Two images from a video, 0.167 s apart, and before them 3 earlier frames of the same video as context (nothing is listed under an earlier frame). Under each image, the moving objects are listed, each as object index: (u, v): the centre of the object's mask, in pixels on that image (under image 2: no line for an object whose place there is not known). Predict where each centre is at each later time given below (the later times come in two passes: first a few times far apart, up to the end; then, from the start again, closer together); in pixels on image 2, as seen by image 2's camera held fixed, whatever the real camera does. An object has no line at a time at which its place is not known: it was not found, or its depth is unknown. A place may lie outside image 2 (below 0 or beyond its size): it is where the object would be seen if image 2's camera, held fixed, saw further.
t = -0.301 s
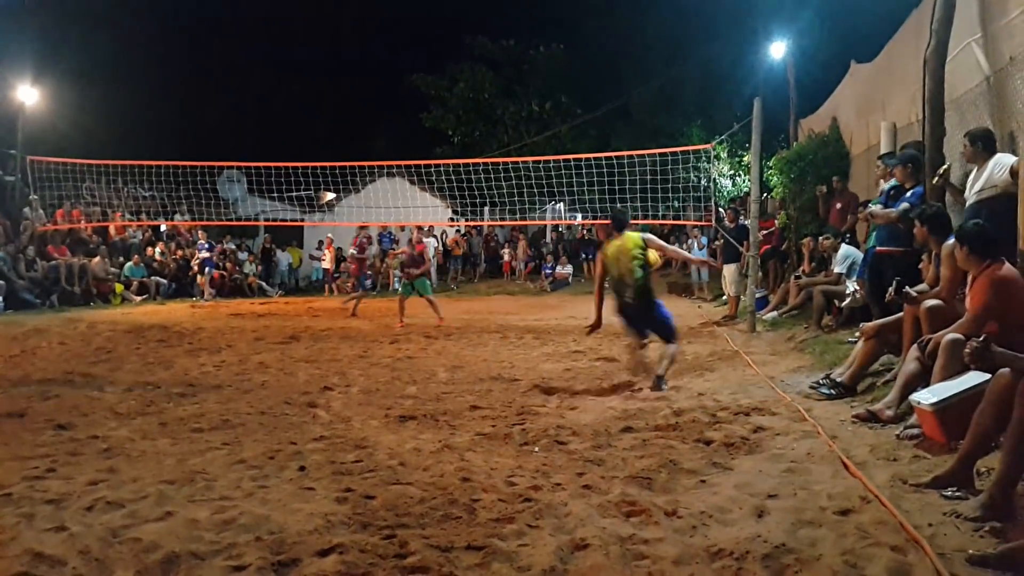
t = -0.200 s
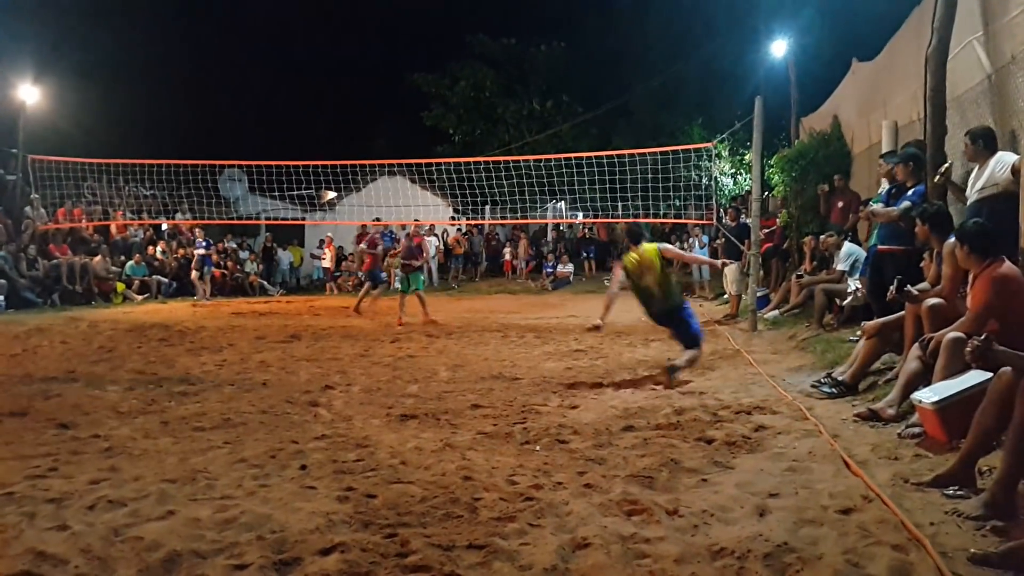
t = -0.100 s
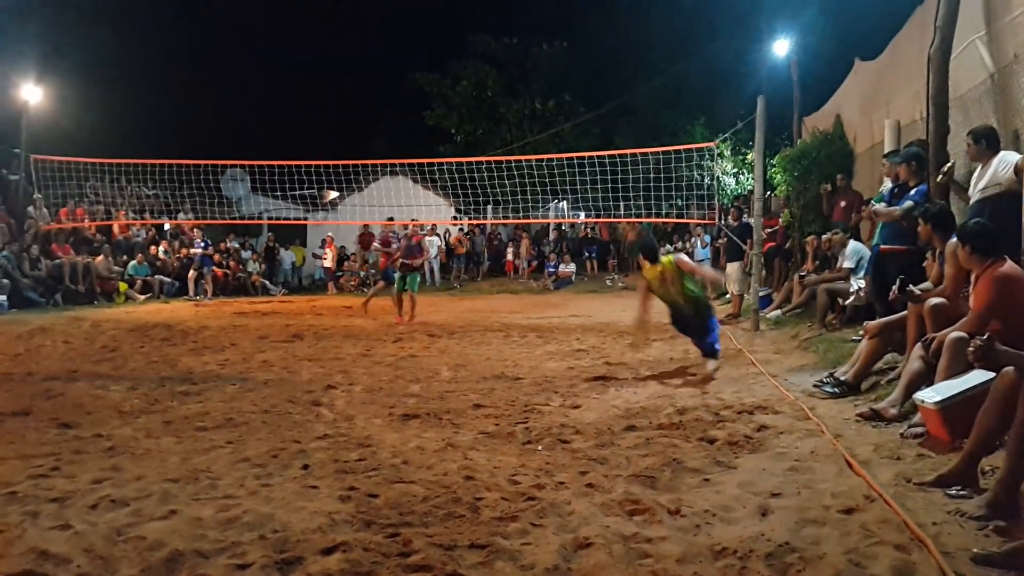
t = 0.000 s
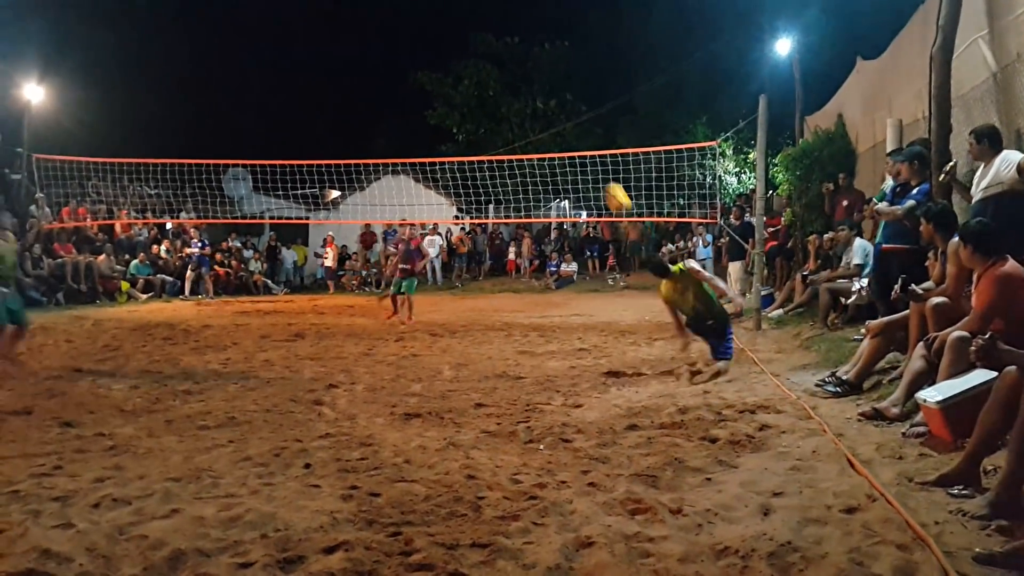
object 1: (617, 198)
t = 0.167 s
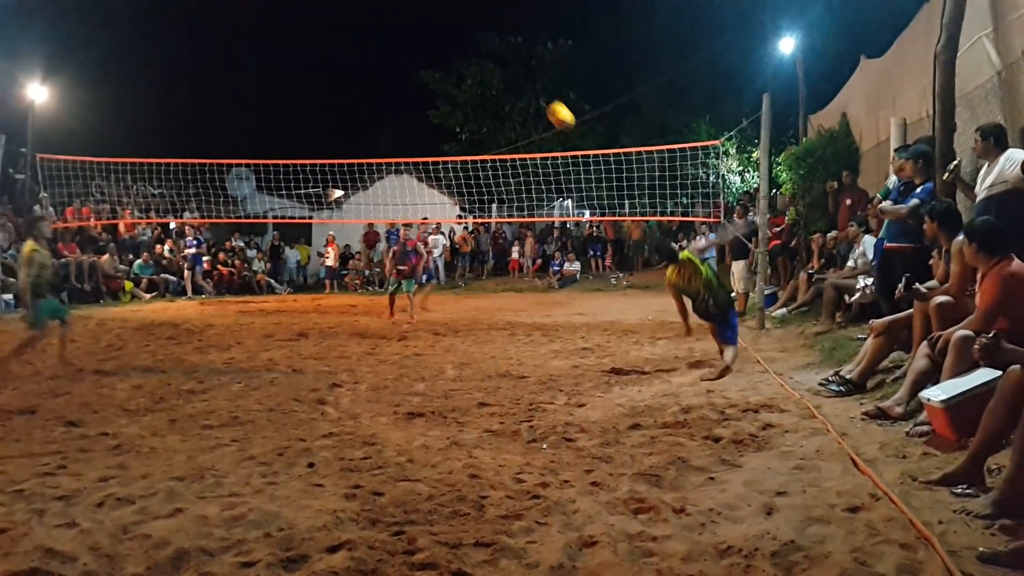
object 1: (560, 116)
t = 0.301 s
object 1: (515, 72)
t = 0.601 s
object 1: (421, 38)
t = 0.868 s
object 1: (347, 72)
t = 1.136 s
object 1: (281, 156)
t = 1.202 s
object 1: (266, 184)
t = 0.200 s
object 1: (549, 103)
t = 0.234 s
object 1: (537, 92)
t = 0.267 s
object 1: (526, 81)
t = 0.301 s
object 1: (515, 72)
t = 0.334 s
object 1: (504, 64)
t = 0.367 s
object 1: (493, 57)
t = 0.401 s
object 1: (483, 51)
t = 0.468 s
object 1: (461, 42)
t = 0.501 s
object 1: (451, 40)
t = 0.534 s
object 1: (441, 39)
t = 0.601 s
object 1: (421, 38)
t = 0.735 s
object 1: (383, 48)
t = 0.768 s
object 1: (374, 53)
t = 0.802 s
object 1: (365, 59)
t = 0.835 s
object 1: (356, 65)
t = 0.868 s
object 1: (347, 72)
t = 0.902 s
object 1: (338, 81)
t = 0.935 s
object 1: (329, 90)
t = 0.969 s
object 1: (321, 99)
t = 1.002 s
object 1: (313, 109)
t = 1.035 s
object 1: (304, 120)
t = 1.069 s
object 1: (296, 131)
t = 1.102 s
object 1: (288, 144)
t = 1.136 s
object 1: (281, 156)
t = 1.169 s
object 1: (272, 171)
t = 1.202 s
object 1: (266, 184)
